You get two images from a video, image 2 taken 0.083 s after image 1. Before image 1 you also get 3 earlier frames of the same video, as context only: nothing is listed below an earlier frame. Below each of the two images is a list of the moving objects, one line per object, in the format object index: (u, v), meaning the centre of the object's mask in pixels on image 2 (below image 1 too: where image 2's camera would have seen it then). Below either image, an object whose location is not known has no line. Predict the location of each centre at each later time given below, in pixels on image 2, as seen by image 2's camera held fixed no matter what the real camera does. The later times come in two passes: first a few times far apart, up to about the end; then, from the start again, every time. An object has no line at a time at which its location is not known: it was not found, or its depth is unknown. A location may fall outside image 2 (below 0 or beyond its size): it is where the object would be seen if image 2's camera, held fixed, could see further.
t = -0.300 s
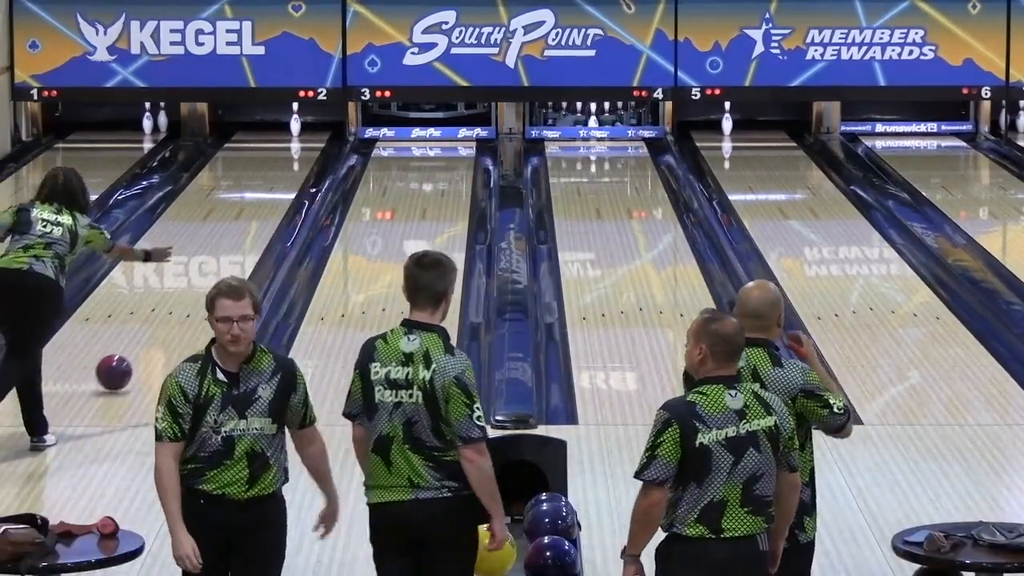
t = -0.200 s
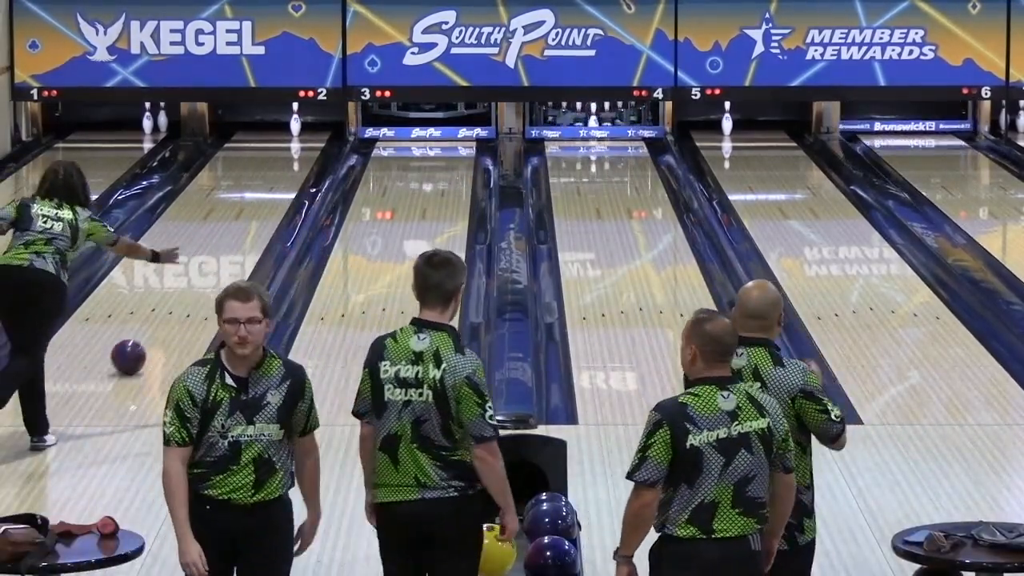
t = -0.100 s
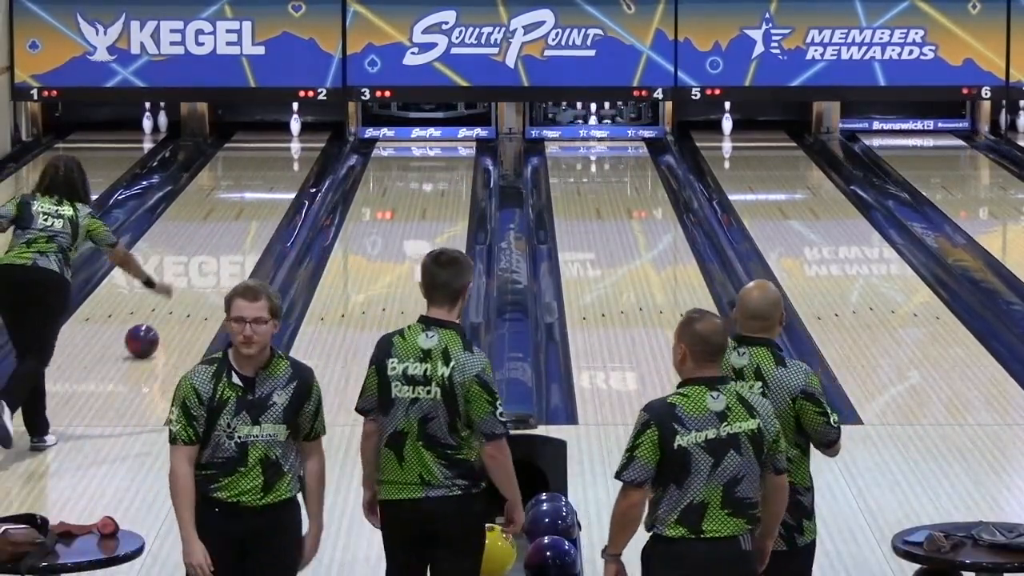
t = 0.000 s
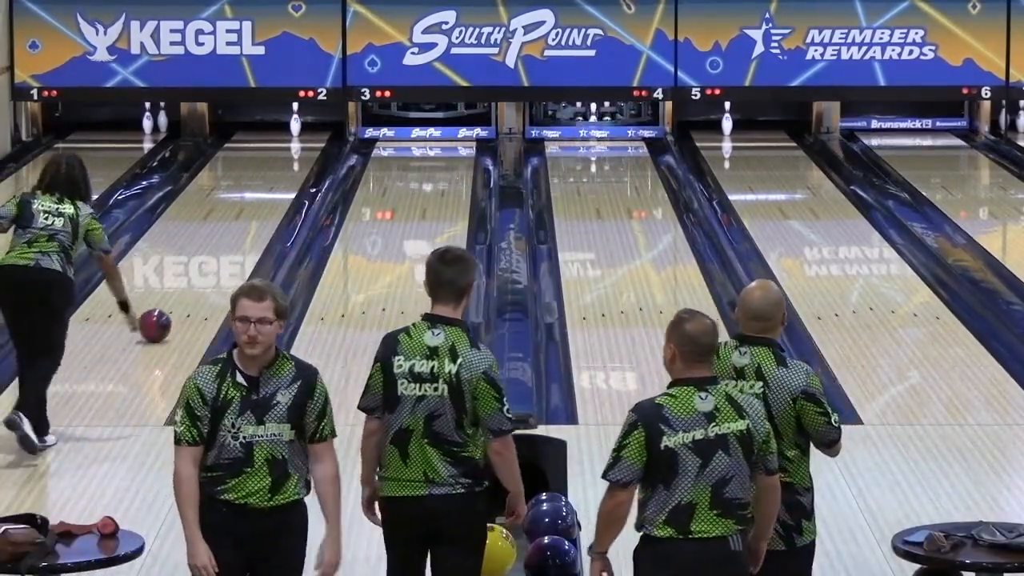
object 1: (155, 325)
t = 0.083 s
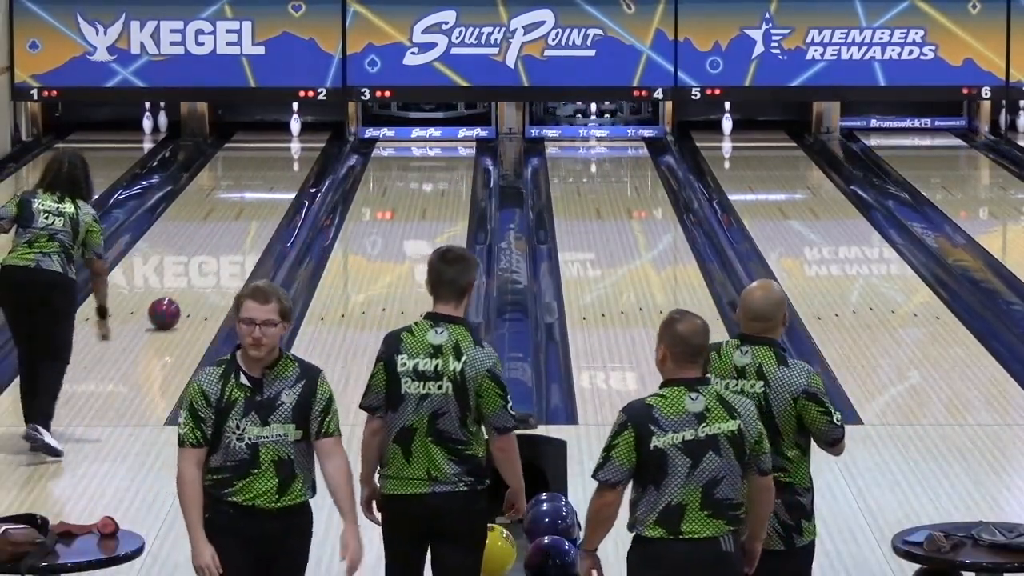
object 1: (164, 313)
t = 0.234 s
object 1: (180, 293)
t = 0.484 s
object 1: (204, 263)
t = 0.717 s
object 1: (224, 239)
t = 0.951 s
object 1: (240, 217)
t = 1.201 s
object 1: (256, 196)
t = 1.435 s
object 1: (268, 179)
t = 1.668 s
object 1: (279, 164)
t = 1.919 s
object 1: (287, 150)
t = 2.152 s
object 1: (292, 138)
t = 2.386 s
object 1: (293, 128)
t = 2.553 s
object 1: (288, 123)
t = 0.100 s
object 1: (166, 311)
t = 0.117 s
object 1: (168, 309)
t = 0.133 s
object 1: (170, 307)
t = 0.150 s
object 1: (172, 304)
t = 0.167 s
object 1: (173, 302)
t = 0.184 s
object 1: (175, 300)
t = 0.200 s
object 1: (177, 298)
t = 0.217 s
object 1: (179, 296)
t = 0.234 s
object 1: (180, 293)
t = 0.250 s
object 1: (182, 291)
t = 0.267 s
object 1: (184, 289)
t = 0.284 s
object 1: (186, 287)
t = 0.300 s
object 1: (187, 285)
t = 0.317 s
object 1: (189, 283)
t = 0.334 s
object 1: (190, 281)
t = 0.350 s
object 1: (192, 279)
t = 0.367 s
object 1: (194, 277)
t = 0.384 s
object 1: (195, 275)
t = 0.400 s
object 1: (197, 273)
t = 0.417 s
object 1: (198, 271)
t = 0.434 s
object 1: (200, 269)
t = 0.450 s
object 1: (201, 267)
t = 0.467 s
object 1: (203, 265)
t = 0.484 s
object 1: (204, 263)
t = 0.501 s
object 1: (206, 262)
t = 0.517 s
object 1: (207, 260)
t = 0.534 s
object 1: (209, 258)
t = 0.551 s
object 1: (210, 256)
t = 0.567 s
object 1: (211, 254)
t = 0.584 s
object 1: (213, 252)
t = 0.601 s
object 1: (214, 251)
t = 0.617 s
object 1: (216, 249)
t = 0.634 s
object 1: (217, 247)
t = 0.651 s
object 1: (218, 245)
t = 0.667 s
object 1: (220, 244)
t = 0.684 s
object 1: (221, 242)
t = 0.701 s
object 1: (222, 240)
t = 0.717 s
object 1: (224, 239)
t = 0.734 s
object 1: (225, 237)
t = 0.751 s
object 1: (226, 236)
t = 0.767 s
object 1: (227, 234)
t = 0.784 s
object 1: (229, 232)
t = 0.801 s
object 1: (230, 231)
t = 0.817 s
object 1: (231, 229)
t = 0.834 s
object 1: (232, 228)
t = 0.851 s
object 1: (233, 226)
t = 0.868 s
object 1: (235, 224)
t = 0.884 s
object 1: (236, 223)
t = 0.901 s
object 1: (237, 222)
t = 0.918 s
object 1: (238, 220)
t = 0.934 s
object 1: (239, 219)
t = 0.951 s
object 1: (240, 217)
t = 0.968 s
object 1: (241, 216)
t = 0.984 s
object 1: (243, 214)
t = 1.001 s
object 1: (244, 213)
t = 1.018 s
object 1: (245, 211)
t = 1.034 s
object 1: (246, 210)
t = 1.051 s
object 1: (247, 208)
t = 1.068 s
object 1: (248, 207)
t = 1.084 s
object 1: (249, 206)
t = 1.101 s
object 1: (250, 204)
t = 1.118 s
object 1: (251, 203)
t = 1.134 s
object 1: (252, 202)
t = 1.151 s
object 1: (253, 200)
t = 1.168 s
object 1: (254, 199)
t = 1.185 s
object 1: (255, 197)
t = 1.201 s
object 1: (256, 196)
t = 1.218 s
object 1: (257, 195)
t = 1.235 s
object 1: (258, 194)
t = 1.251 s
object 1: (259, 192)
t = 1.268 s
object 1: (260, 191)
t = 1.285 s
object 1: (261, 189)
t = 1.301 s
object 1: (262, 188)
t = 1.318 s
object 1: (263, 187)
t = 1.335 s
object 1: (263, 186)
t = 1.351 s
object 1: (265, 184)
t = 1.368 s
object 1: (265, 183)
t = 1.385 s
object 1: (266, 182)
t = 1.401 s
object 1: (267, 181)
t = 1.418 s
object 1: (268, 180)
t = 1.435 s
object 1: (268, 179)
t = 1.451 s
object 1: (269, 178)
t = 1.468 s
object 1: (270, 177)
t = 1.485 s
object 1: (271, 176)
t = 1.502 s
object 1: (272, 175)
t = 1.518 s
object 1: (273, 173)
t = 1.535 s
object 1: (273, 172)
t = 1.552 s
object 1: (274, 171)
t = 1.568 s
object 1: (275, 170)
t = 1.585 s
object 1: (275, 169)
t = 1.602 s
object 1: (276, 168)
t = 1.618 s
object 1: (277, 167)
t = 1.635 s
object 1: (277, 166)
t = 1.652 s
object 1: (279, 165)
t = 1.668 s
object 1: (279, 164)
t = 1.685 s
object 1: (280, 163)
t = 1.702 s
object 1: (281, 162)
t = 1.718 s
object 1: (281, 161)
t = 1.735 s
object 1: (282, 159)
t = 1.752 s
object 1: (282, 159)
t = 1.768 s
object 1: (283, 157)
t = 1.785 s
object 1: (284, 156)
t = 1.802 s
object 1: (284, 156)
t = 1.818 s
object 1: (284, 155)
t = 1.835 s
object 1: (285, 153)
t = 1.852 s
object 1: (286, 153)
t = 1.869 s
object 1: (286, 152)
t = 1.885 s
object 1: (286, 151)
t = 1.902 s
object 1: (287, 151)
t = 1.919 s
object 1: (287, 150)
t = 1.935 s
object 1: (287, 148)
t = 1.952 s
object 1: (288, 148)
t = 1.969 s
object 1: (289, 147)
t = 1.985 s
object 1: (289, 146)
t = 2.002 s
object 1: (290, 145)
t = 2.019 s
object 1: (290, 144)
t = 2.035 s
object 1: (290, 144)
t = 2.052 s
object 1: (290, 143)
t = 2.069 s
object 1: (290, 142)
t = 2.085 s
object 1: (291, 141)
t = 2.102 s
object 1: (291, 140)
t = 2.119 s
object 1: (291, 139)
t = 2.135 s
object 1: (291, 138)
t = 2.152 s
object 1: (292, 138)
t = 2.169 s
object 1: (292, 138)
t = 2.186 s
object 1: (292, 137)
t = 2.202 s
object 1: (292, 136)
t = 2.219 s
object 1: (292, 135)
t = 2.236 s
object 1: (292, 134)
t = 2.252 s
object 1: (292, 134)
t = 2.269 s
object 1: (293, 133)
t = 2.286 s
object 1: (293, 132)
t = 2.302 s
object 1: (293, 132)
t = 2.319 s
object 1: (293, 131)
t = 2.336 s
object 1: (293, 130)
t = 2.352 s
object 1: (293, 130)
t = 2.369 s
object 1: (292, 129)
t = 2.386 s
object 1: (293, 128)
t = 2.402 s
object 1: (292, 128)
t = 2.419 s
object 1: (293, 127)
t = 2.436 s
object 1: (292, 126)
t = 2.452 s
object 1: (291, 126)
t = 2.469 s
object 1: (291, 126)
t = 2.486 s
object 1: (291, 125)
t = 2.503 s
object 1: (290, 125)
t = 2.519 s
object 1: (289, 124)
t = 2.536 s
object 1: (289, 124)
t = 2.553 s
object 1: (288, 123)
